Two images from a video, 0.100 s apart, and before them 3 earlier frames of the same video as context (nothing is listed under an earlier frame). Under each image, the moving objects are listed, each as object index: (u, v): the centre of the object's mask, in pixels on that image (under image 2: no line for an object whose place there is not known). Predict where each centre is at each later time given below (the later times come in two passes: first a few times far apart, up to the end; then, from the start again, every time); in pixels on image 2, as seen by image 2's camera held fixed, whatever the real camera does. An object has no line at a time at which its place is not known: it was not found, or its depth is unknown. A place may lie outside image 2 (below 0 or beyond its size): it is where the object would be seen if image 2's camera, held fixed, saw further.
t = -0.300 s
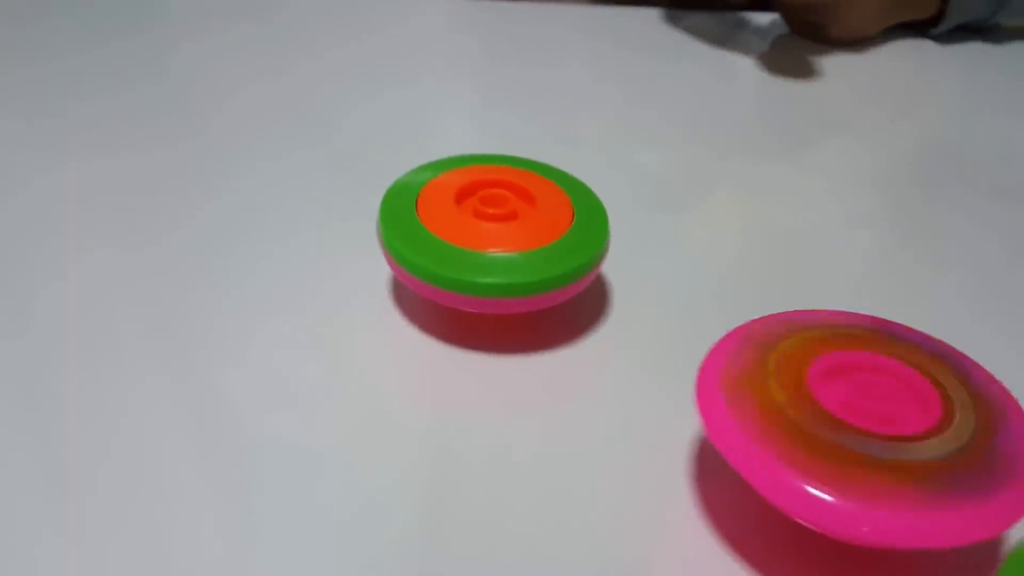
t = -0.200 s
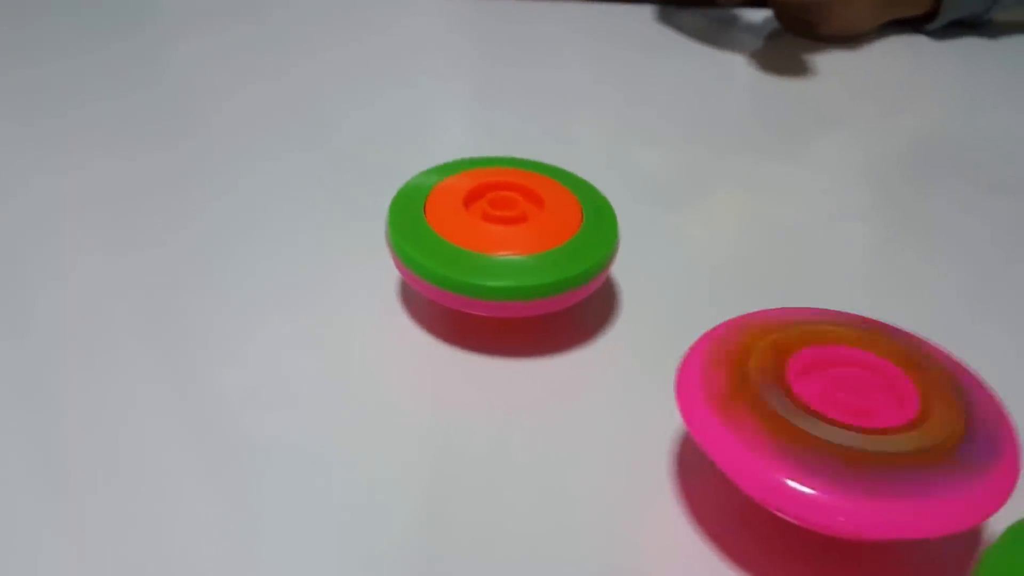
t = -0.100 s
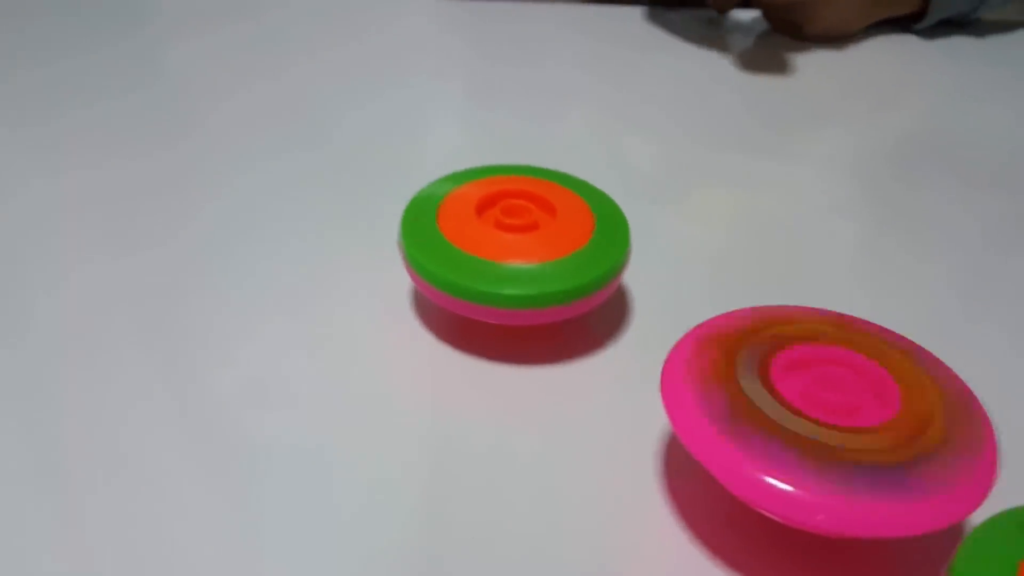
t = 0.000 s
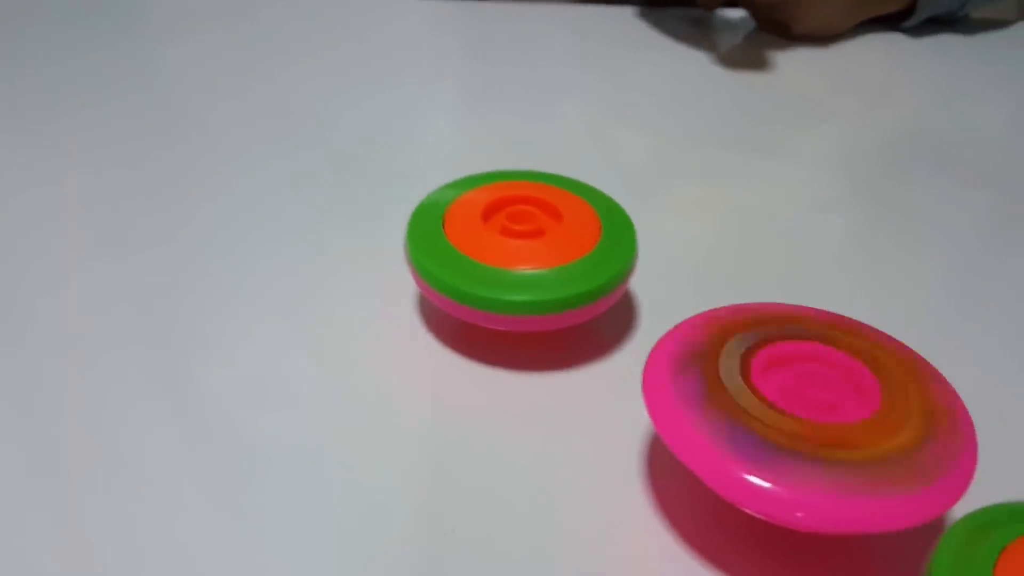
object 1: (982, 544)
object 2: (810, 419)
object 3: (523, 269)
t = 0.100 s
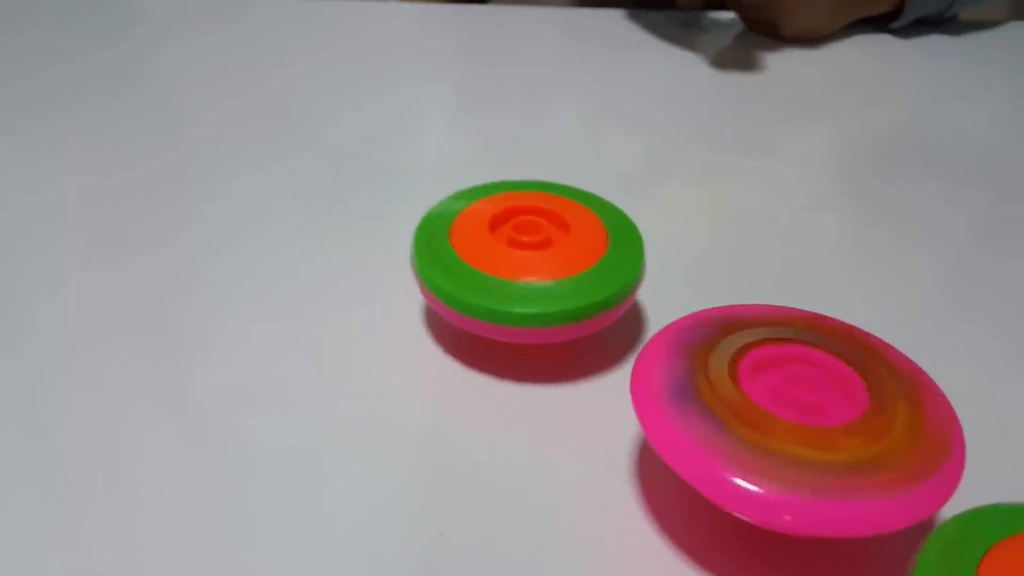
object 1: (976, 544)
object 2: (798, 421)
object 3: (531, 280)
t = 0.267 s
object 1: (971, 542)
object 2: (785, 421)
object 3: (551, 296)
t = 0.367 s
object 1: (957, 538)
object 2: (766, 415)
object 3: (551, 302)
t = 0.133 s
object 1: (977, 544)
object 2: (798, 422)
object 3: (537, 284)
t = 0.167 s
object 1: (975, 543)
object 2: (796, 422)
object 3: (544, 287)
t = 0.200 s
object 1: (974, 544)
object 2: (794, 422)
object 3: (547, 290)
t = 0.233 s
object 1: (972, 543)
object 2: (789, 421)
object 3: (548, 293)
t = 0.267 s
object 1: (971, 542)
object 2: (785, 421)
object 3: (551, 296)
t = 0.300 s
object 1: (966, 541)
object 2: (782, 418)
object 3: (554, 298)
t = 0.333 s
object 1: (961, 540)
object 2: (775, 417)
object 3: (554, 300)
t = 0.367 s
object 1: (957, 538)
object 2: (766, 415)
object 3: (551, 302)
